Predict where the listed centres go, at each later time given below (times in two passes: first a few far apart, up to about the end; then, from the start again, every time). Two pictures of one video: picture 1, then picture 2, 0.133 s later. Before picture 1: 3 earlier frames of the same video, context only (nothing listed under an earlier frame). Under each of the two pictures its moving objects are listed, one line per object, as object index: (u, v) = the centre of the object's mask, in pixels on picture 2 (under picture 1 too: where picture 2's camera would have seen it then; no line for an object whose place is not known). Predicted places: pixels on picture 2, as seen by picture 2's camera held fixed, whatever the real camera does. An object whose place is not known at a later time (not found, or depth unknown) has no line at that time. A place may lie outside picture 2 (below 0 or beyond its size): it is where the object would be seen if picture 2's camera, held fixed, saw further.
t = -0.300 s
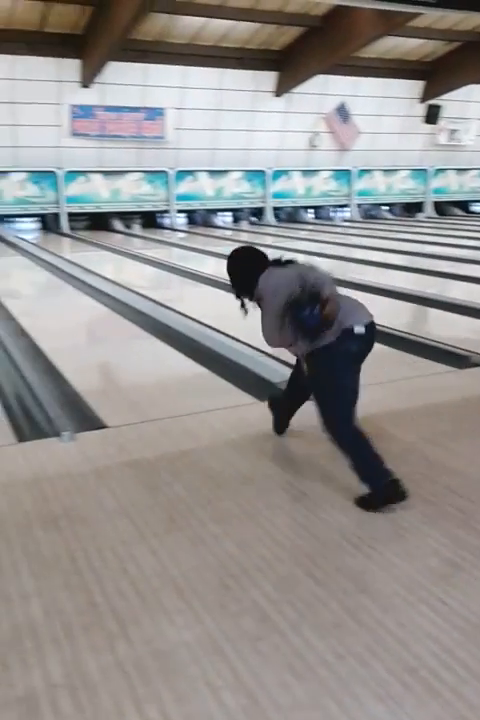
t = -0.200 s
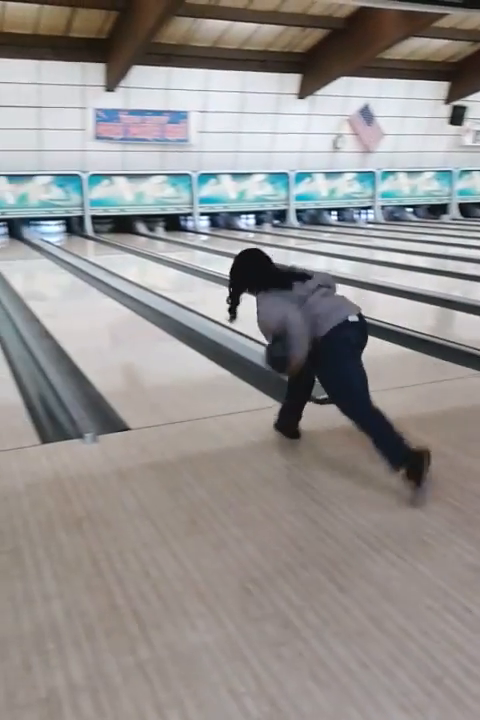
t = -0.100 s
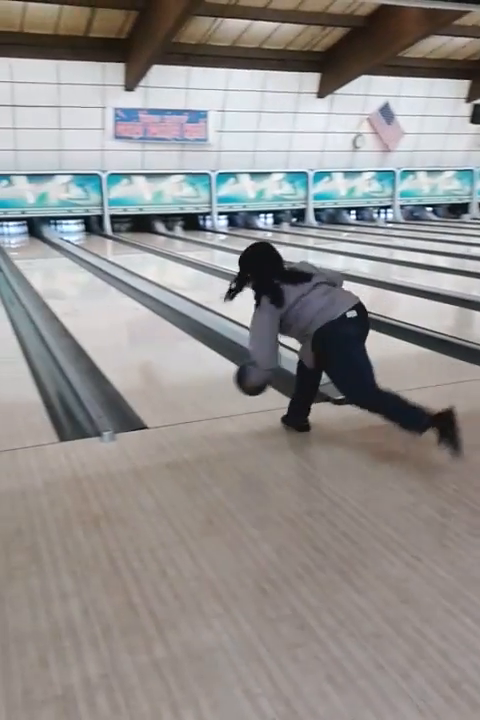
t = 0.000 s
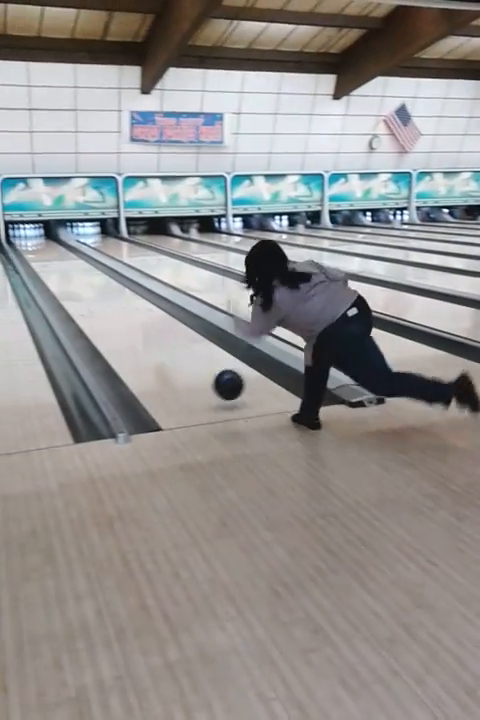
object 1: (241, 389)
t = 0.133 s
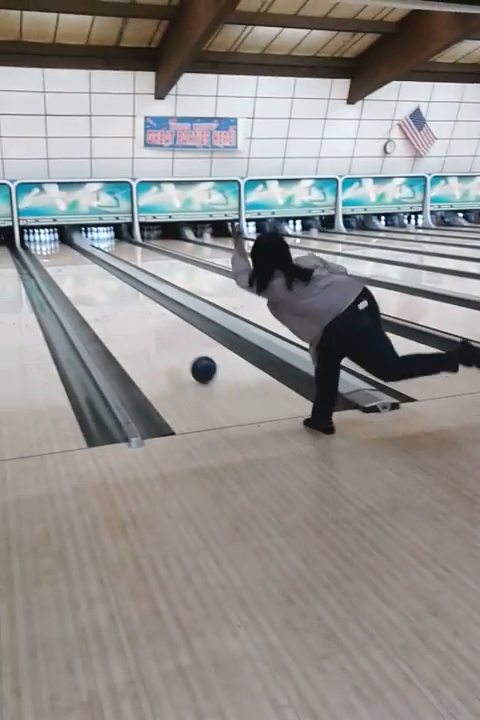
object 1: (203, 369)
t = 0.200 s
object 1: (188, 359)
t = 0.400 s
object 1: (152, 332)
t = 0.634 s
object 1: (123, 310)
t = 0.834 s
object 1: (105, 296)
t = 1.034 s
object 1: (91, 285)
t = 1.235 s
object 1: (80, 276)
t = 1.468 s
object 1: (70, 268)
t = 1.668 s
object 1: (62, 262)
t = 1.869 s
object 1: (57, 257)
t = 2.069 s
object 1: (51, 253)
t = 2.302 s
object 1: (47, 248)
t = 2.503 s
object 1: (45, 244)
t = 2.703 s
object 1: (43, 242)
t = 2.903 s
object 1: (43, 241)
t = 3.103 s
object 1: (46, 239)
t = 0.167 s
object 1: (195, 364)
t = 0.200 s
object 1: (188, 359)
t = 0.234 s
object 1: (181, 354)
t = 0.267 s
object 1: (175, 349)
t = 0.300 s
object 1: (169, 344)
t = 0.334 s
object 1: (163, 340)
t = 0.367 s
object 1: (158, 336)
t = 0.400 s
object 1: (152, 332)
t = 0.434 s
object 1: (148, 328)
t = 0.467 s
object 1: (143, 325)
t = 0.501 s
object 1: (139, 322)
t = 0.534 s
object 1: (134, 318)
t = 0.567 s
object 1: (130, 315)
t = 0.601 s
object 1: (127, 313)
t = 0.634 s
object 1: (123, 310)
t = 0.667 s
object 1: (120, 307)
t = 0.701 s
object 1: (117, 305)
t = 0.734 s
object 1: (114, 302)
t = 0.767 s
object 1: (111, 300)
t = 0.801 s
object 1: (108, 298)
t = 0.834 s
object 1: (105, 296)
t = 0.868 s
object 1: (103, 294)
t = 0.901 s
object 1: (100, 292)
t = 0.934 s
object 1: (98, 290)
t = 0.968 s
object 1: (95, 288)
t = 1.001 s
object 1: (93, 287)
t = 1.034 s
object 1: (91, 285)
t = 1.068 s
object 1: (89, 284)
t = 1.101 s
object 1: (87, 282)
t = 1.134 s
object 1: (85, 281)
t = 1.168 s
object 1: (83, 279)
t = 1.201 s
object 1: (82, 278)
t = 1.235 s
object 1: (80, 276)
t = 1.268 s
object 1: (78, 275)
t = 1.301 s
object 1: (77, 274)
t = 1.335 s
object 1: (75, 272)
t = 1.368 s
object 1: (74, 271)
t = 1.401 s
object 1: (72, 270)
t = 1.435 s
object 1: (71, 269)
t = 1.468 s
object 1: (70, 268)
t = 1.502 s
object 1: (68, 267)
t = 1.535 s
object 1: (67, 266)
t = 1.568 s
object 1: (66, 265)
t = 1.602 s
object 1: (65, 264)
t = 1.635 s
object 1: (63, 263)
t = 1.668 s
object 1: (62, 262)
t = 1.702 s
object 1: (61, 261)
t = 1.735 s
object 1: (60, 260)
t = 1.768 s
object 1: (59, 259)
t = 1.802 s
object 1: (58, 258)
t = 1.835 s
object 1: (58, 258)
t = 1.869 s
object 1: (57, 257)
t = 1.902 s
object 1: (55, 256)
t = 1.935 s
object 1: (55, 255)
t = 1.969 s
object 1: (54, 255)
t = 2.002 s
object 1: (53, 254)
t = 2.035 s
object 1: (52, 253)
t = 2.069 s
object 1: (51, 253)
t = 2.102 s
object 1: (50, 252)
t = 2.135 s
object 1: (50, 251)
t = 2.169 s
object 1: (49, 251)
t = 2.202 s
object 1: (49, 251)
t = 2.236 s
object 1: (48, 250)
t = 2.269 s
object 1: (47, 249)
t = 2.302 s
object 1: (47, 248)
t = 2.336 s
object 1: (46, 248)
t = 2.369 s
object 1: (46, 247)
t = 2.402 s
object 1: (46, 246)
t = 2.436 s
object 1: (46, 246)
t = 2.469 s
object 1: (45, 245)
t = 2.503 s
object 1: (45, 244)
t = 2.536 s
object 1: (44, 244)
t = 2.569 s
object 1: (44, 244)
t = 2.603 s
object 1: (44, 243)
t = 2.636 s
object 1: (43, 243)
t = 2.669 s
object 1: (43, 243)
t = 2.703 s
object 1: (43, 242)
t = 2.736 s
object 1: (43, 242)
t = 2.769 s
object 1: (43, 242)
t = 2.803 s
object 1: (43, 242)
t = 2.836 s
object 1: (43, 241)
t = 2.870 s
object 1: (43, 241)
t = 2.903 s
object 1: (43, 241)
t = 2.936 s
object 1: (43, 241)
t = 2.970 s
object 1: (43, 241)
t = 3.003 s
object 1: (44, 240)
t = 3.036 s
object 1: (45, 239)
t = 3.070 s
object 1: (45, 240)
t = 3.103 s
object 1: (46, 239)
